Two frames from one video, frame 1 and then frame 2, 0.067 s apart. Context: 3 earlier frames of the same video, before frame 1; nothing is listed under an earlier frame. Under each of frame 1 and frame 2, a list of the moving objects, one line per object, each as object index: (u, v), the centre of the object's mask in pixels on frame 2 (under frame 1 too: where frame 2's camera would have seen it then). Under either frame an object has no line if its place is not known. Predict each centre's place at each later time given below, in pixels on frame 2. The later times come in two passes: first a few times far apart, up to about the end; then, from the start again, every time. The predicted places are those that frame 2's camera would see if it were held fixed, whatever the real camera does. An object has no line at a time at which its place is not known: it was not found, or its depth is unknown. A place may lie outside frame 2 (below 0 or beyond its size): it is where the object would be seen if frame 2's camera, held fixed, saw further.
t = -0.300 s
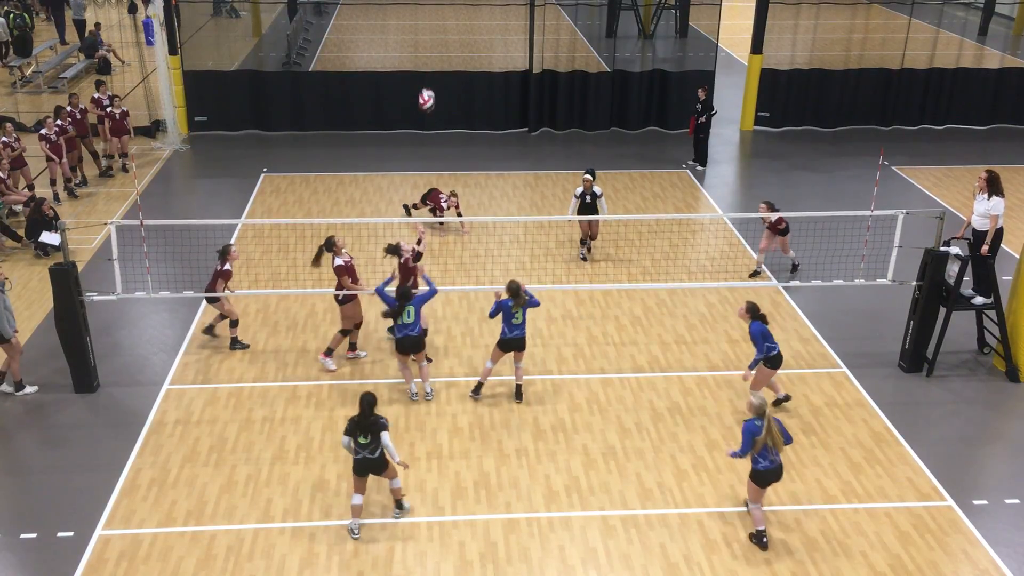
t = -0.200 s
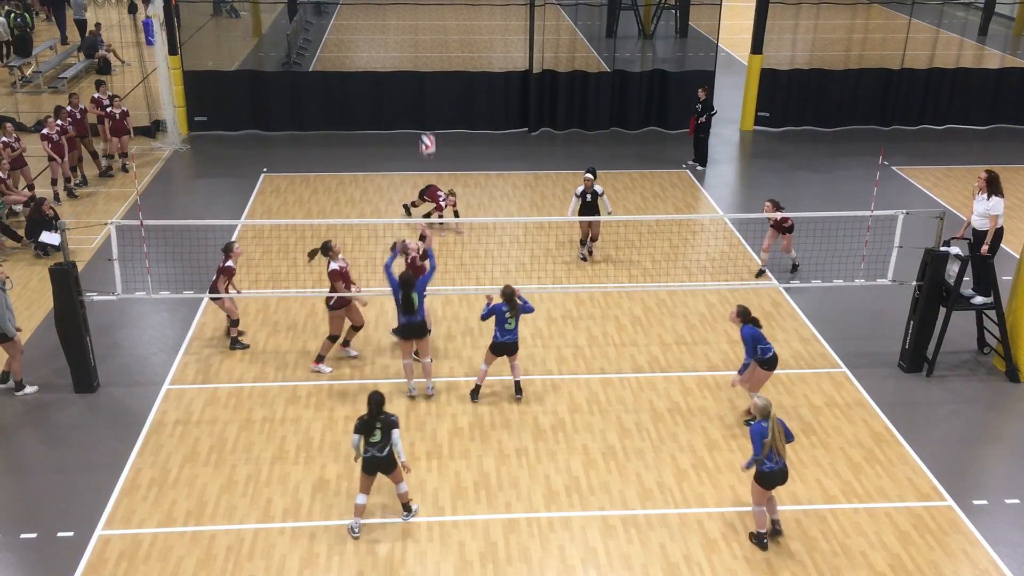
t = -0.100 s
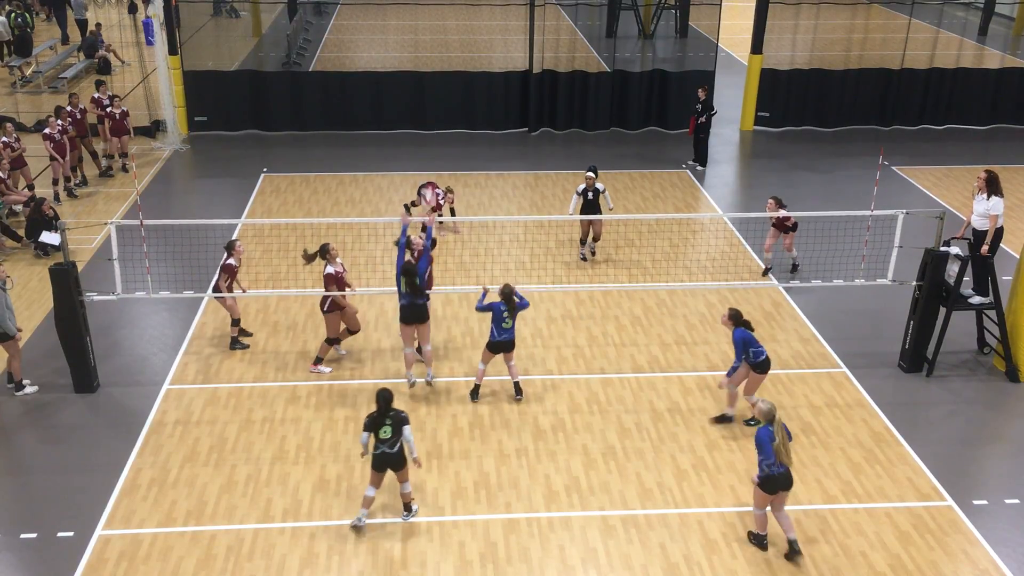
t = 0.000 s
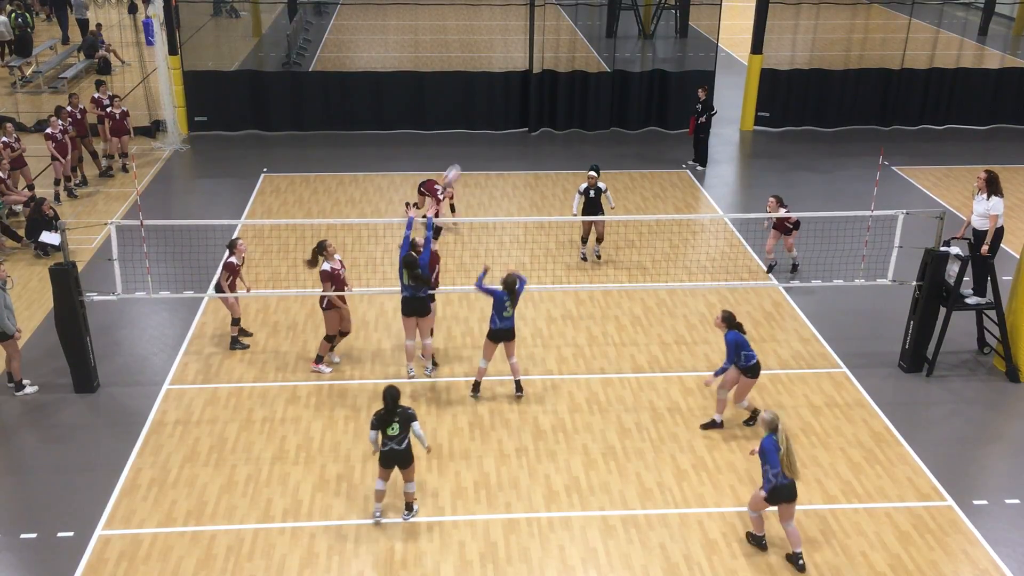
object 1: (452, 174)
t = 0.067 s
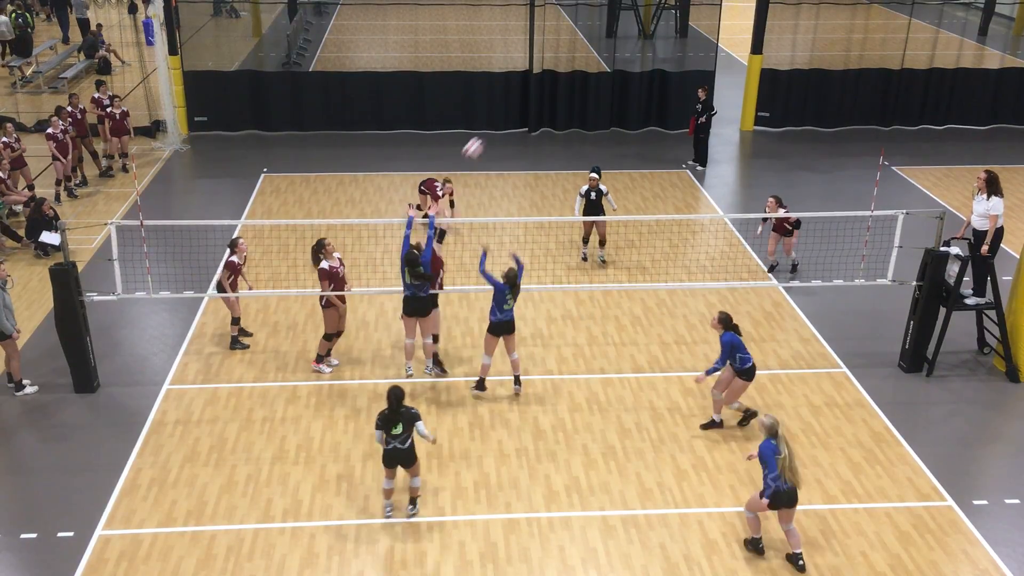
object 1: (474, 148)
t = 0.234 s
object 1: (528, 93)
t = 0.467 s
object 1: (600, 56)
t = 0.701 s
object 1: (665, 62)
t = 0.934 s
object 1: (722, 108)
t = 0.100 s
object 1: (484, 135)
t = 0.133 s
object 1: (496, 123)
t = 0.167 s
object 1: (506, 112)
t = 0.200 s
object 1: (517, 103)
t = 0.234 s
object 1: (528, 93)
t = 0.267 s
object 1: (538, 86)
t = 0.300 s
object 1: (548, 79)
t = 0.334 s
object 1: (559, 72)
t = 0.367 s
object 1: (569, 67)
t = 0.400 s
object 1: (580, 62)
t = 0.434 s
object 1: (590, 59)
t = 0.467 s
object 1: (600, 56)
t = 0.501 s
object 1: (611, 54)
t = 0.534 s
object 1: (620, 54)
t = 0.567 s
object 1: (629, 53)
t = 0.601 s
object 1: (638, 54)
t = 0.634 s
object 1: (647, 56)
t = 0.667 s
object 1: (656, 59)
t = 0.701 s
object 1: (665, 62)
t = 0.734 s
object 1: (674, 66)
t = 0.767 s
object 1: (683, 70)
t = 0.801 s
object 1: (692, 76)
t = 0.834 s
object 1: (699, 82)
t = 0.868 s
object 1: (706, 91)
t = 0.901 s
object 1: (714, 99)
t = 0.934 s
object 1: (722, 108)
